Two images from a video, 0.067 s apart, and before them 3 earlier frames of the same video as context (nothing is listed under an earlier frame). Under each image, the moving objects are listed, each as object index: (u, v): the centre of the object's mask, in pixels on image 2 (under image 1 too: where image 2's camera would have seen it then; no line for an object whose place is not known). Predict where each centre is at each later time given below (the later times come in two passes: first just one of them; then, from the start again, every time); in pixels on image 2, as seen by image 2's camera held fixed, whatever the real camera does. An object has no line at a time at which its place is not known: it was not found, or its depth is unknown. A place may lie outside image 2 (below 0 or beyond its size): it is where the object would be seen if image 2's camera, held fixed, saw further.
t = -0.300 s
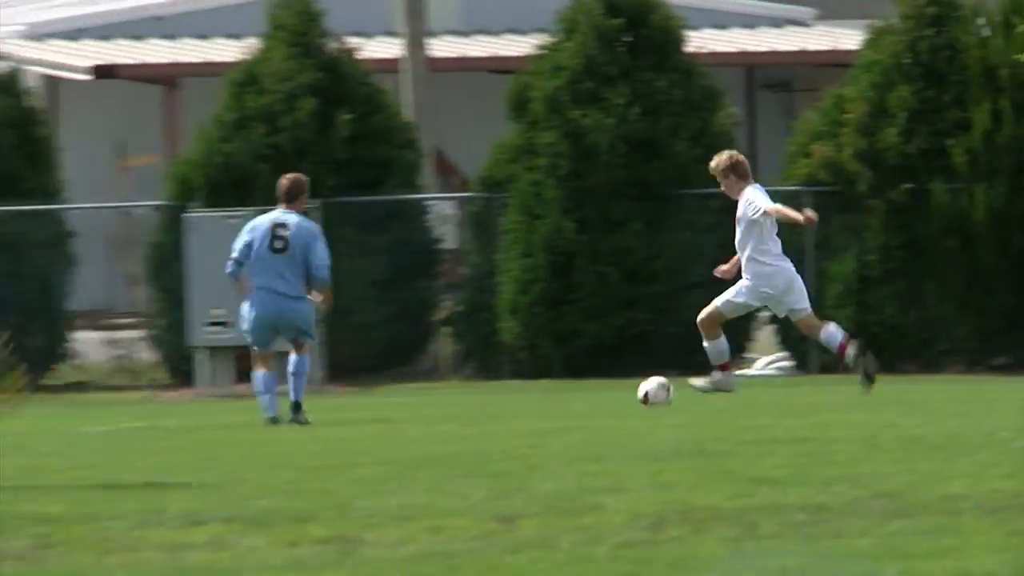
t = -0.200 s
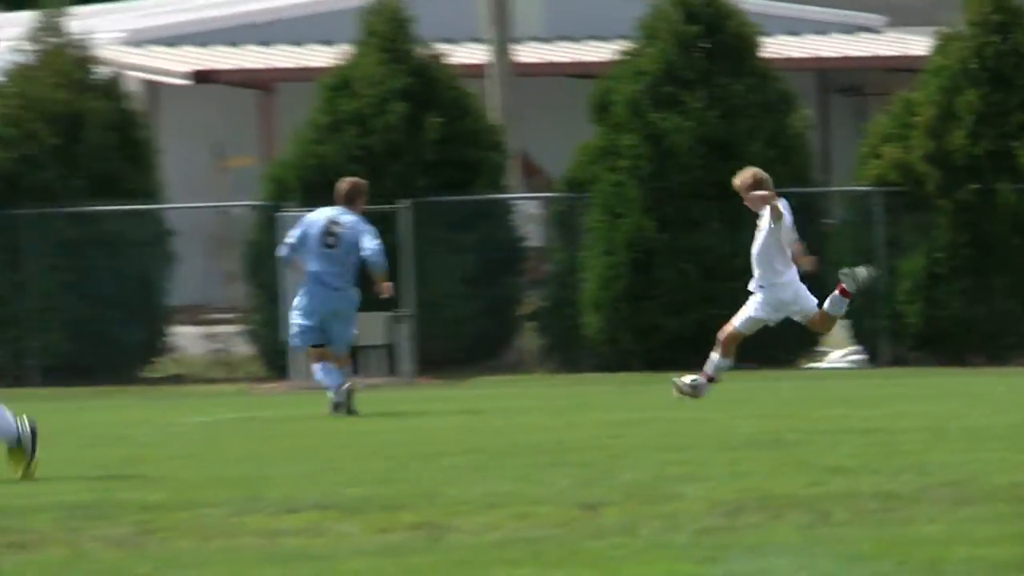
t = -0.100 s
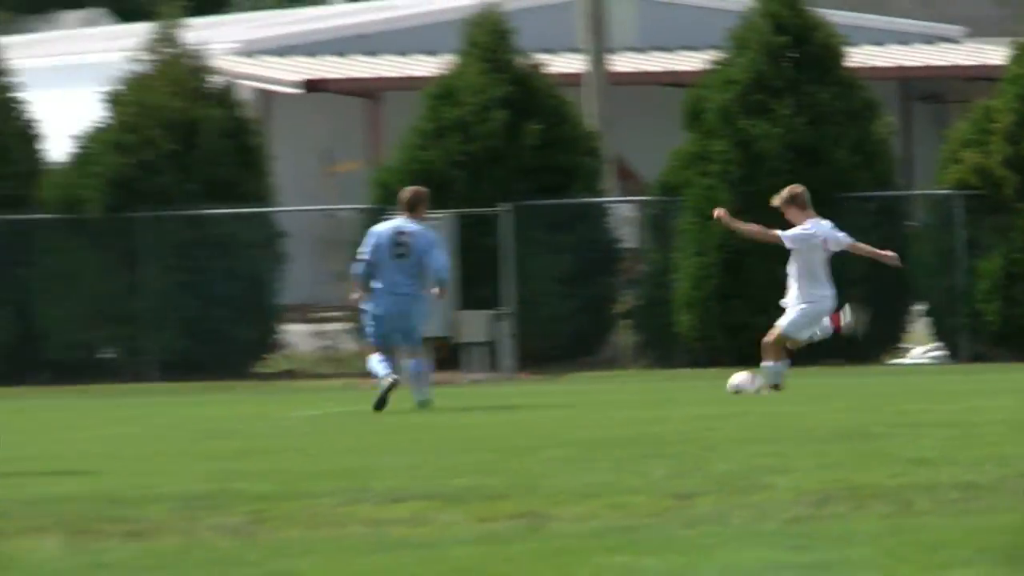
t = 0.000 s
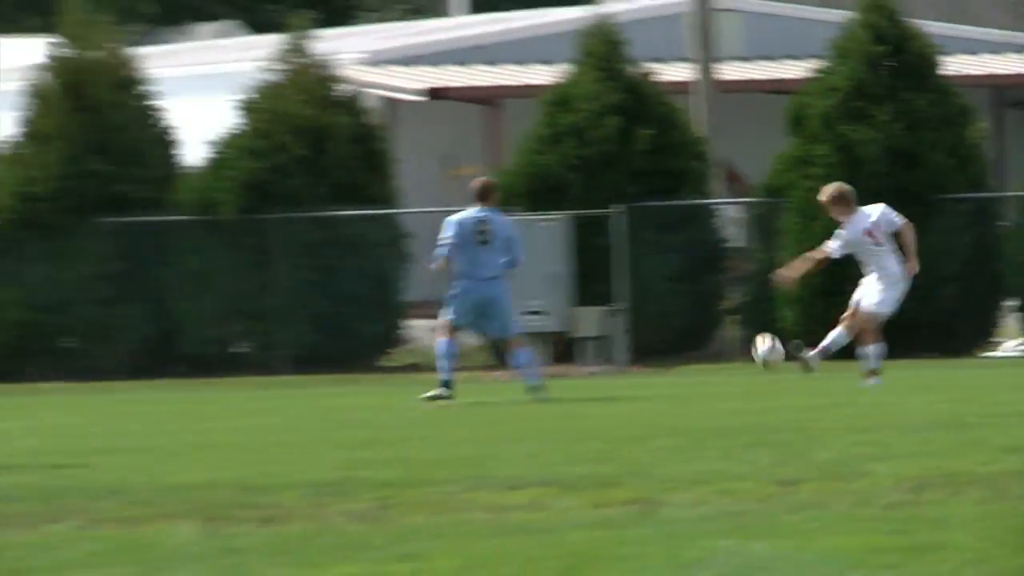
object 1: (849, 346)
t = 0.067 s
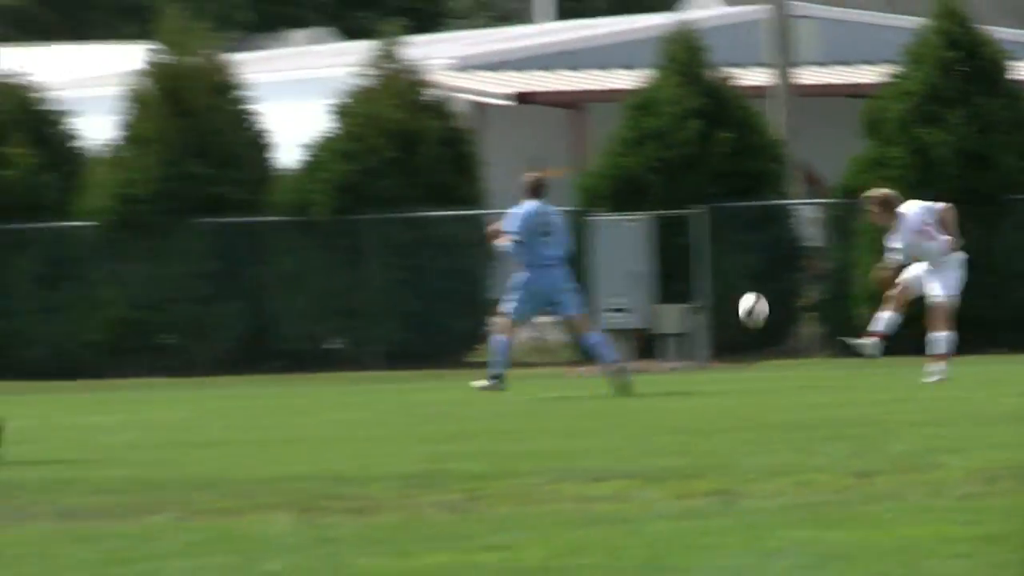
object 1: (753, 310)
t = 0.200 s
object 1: (566, 246)
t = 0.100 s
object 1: (706, 291)
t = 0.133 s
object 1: (659, 275)
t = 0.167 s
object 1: (612, 258)
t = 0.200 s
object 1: (566, 246)
